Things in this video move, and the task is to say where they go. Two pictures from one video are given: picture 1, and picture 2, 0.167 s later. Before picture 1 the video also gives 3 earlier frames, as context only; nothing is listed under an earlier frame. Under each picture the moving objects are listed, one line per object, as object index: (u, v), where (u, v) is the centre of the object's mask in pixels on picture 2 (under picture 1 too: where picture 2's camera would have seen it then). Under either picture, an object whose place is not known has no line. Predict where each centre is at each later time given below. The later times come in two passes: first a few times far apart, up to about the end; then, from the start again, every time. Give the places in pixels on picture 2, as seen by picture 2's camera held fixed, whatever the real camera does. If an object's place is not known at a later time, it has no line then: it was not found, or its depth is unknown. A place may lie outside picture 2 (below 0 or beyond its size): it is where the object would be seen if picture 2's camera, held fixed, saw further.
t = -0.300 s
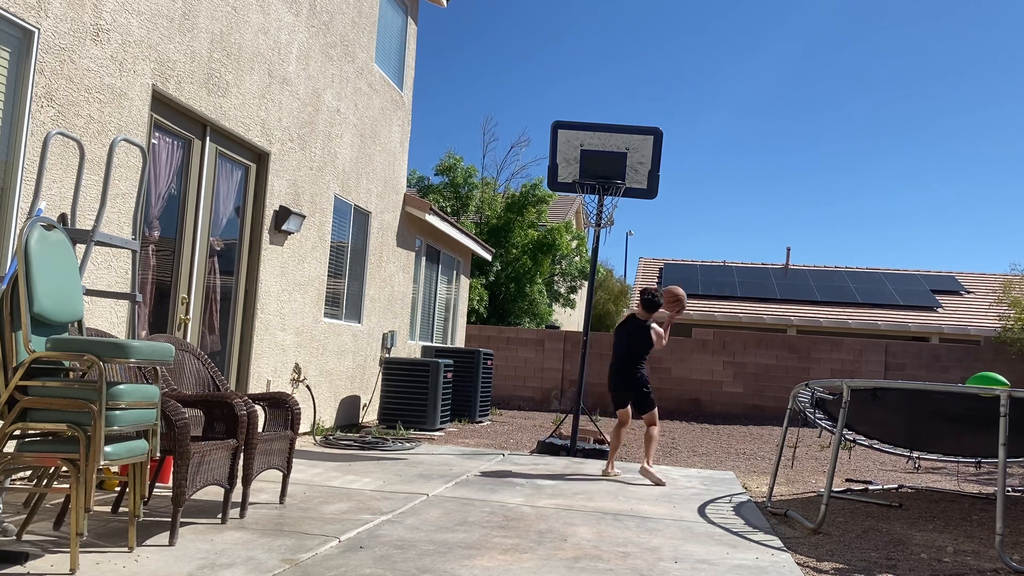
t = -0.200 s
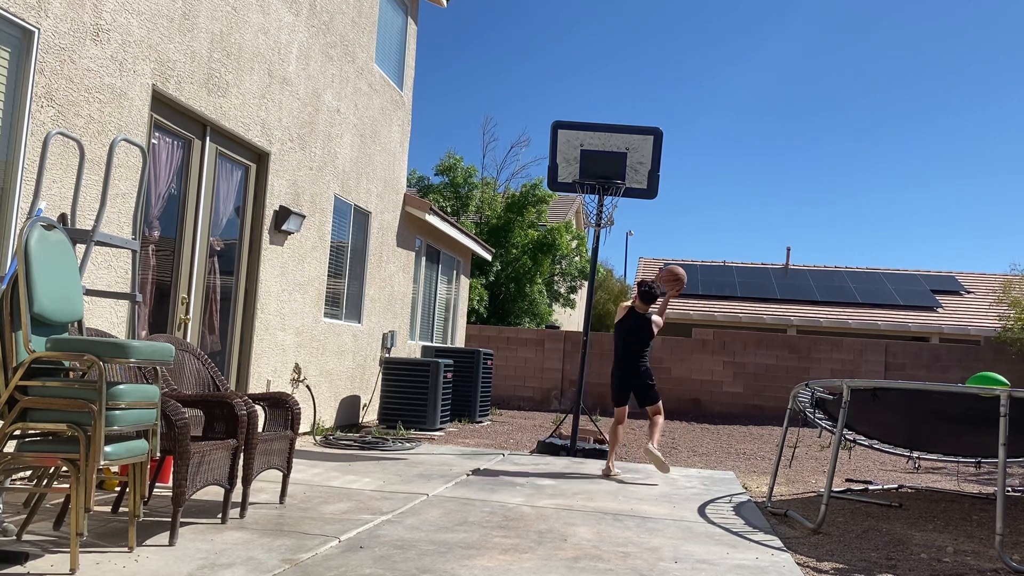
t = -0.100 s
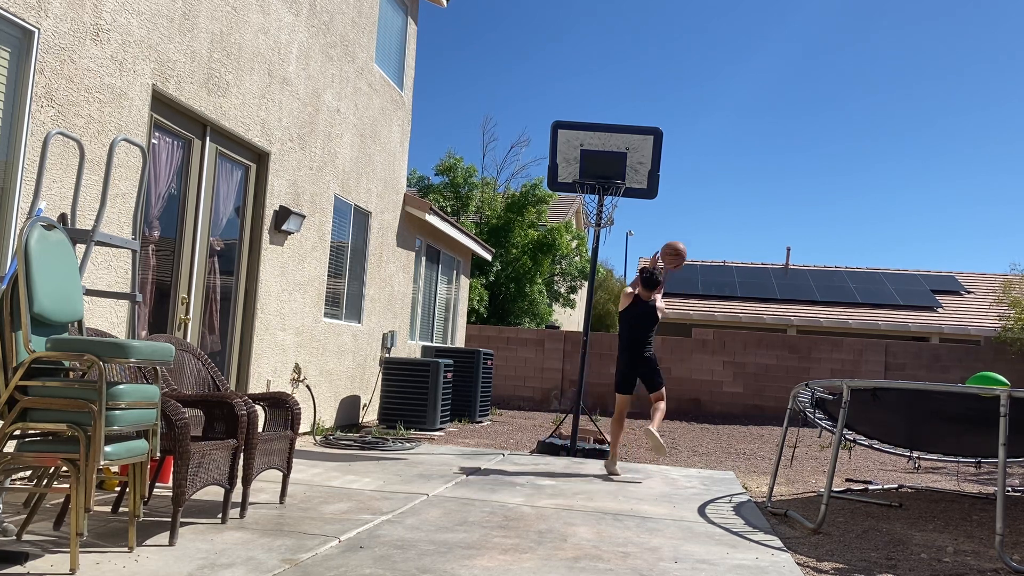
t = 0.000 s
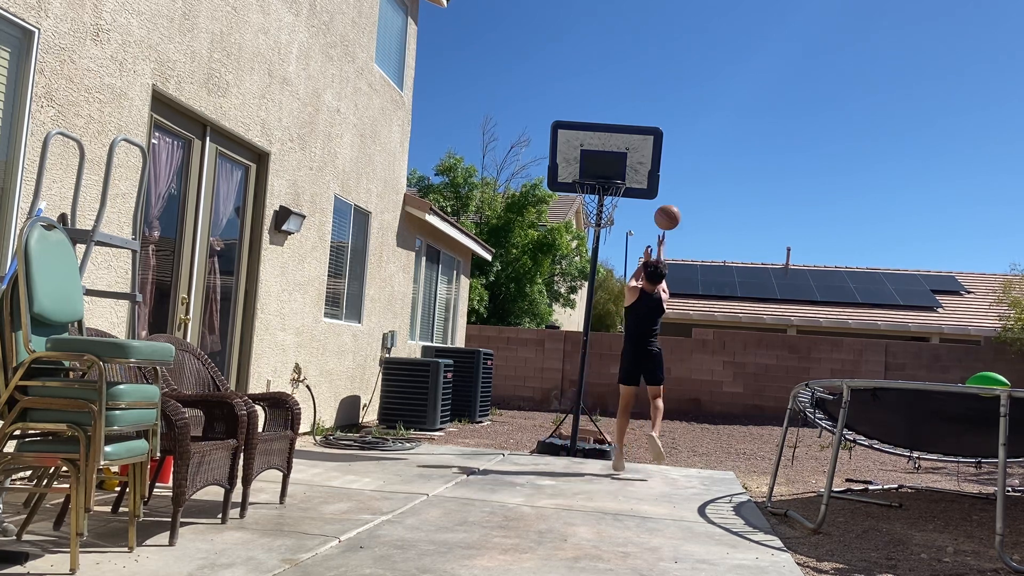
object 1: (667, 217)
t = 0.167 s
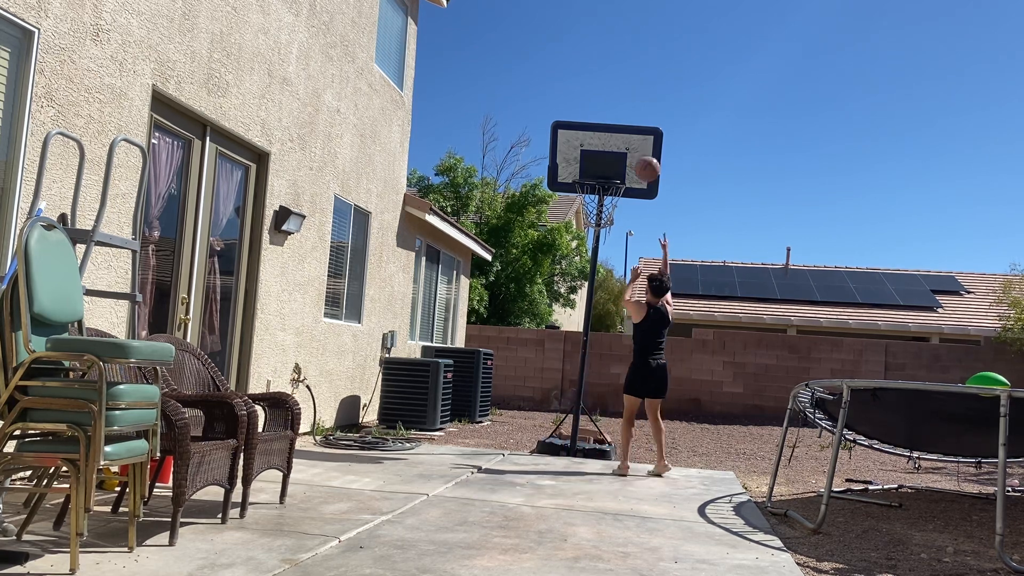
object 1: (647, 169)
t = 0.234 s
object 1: (639, 160)
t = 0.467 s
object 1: (611, 175)
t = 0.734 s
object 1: (571, 226)
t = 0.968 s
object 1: (532, 329)
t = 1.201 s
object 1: (502, 424)
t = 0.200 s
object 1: (643, 163)
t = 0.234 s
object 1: (639, 160)
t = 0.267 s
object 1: (636, 159)
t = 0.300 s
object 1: (632, 159)
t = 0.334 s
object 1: (628, 161)
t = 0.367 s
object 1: (624, 164)
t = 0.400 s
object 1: (620, 168)
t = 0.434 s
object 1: (616, 172)
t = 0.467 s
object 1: (611, 175)
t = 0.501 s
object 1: (607, 178)
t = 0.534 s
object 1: (601, 181)
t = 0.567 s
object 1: (597, 186)
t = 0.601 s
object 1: (592, 192)
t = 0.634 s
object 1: (587, 198)
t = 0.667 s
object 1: (582, 206)
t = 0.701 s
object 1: (577, 215)
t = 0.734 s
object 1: (571, 226)
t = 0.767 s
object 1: (566, 237)
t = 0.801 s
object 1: (560, 250)
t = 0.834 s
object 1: (555, 263)
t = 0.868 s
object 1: (550, 277)
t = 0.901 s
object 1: (544, 294)
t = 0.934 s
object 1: (538, 311)
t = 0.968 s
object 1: (532, 329)
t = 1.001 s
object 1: (526, 348)
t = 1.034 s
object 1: (520, 369)
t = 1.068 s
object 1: (514, 392)
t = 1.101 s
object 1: (507, 414)
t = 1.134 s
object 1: (501, 439)
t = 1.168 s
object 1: (499, 441)
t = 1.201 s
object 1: (502, 424)
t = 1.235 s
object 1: (505, 409)
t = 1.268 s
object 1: (507, 396)
